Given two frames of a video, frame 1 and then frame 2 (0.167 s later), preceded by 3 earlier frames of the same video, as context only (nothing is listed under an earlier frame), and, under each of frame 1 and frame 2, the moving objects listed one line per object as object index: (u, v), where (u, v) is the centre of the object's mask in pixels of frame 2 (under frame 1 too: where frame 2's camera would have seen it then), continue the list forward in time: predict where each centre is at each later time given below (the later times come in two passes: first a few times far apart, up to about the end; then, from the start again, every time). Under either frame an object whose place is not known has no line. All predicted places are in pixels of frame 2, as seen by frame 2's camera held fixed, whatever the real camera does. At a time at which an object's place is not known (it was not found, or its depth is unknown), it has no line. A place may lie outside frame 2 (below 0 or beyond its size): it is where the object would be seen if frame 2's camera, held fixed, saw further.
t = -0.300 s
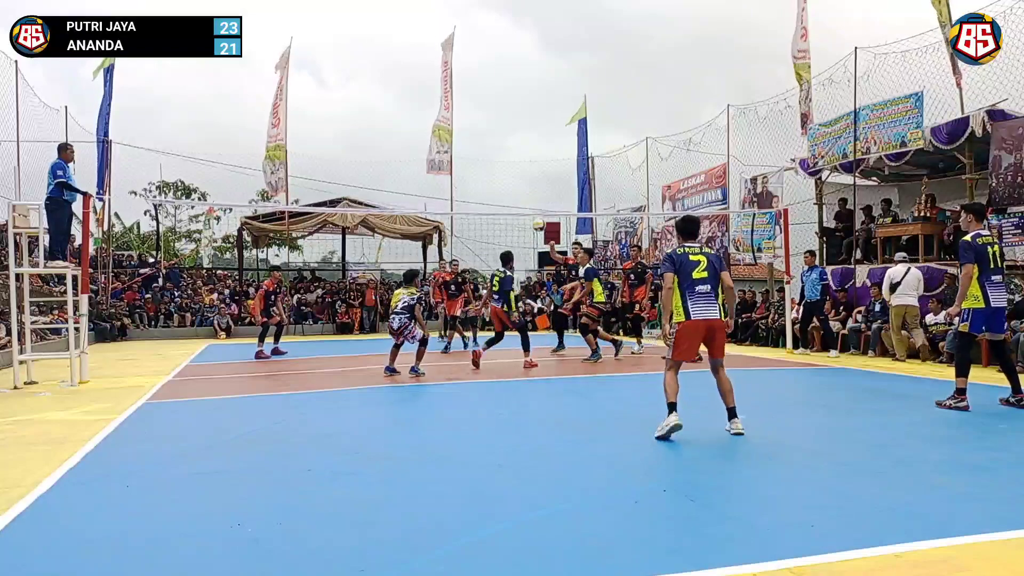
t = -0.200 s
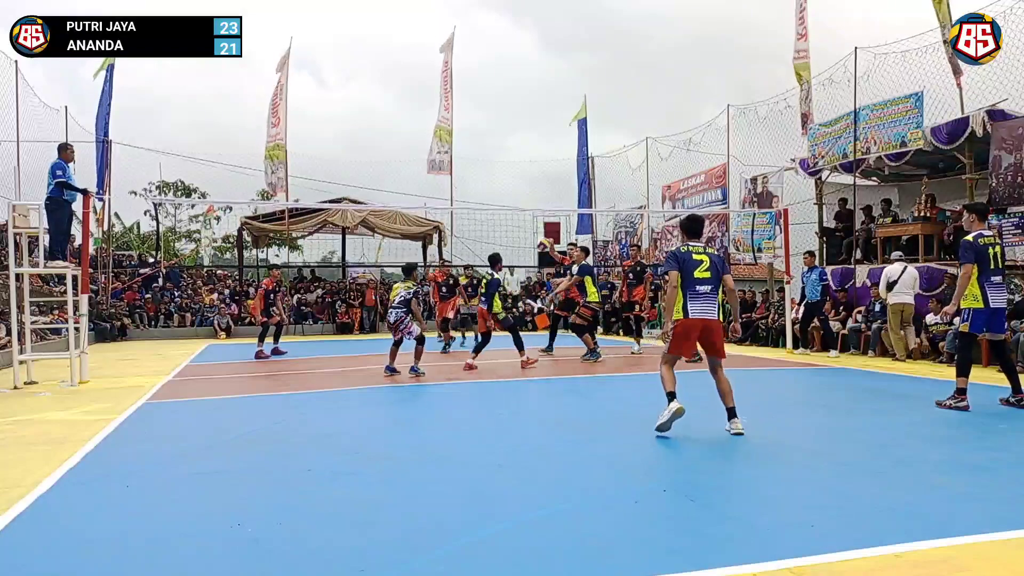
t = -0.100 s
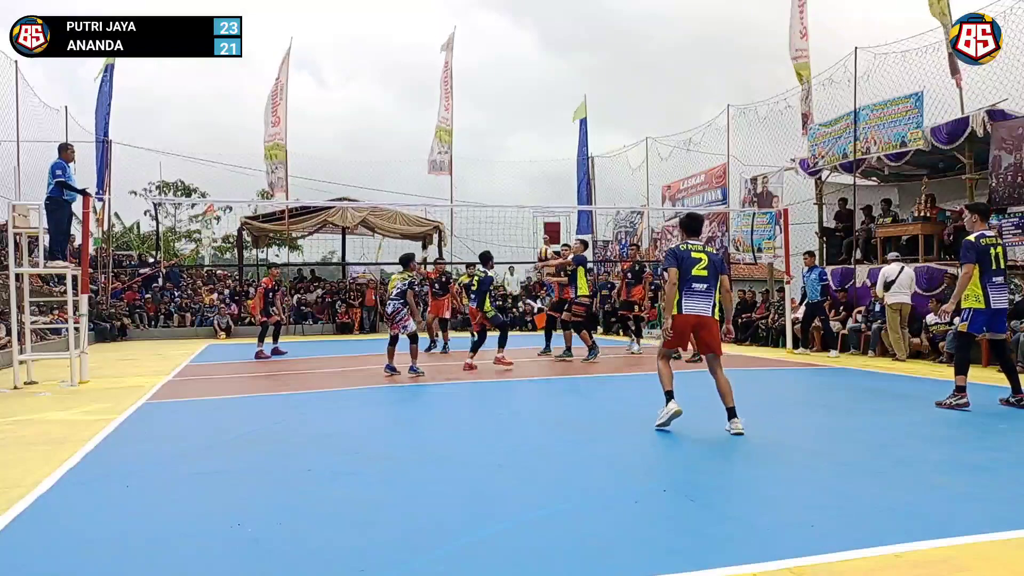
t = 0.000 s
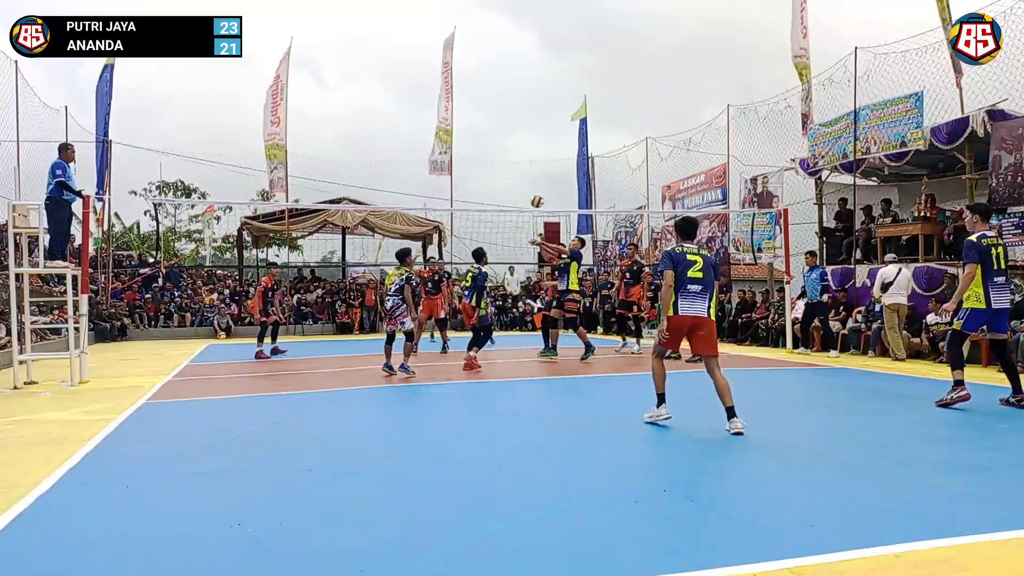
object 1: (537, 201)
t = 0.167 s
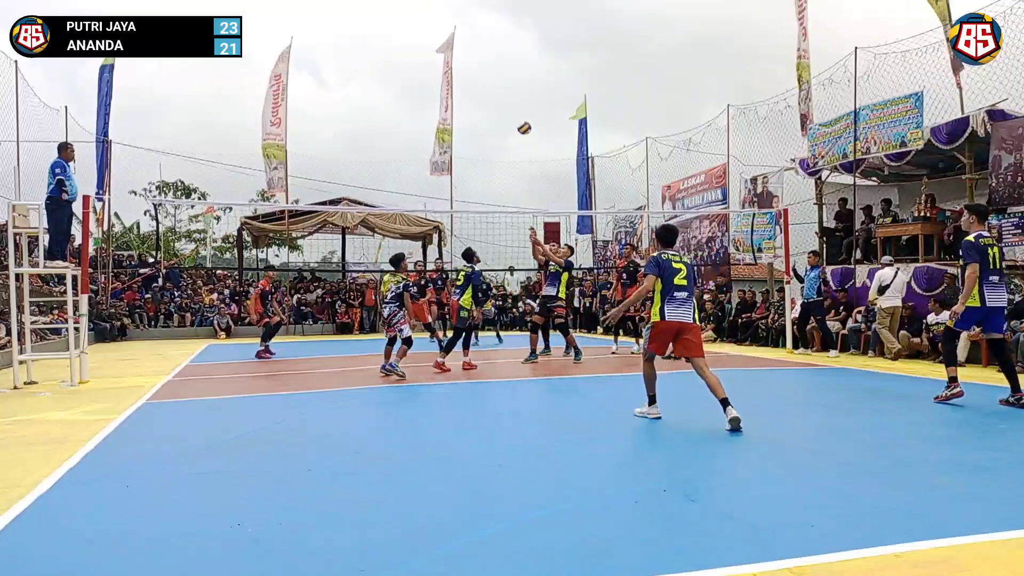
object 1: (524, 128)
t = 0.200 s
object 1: (522, 116)
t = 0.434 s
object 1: (502, 47)
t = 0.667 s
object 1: (481, 14)
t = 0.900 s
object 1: (461, 21)
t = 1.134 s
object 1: (440, 72)
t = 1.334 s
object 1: (423, 149)
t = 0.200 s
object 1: (522, 116)
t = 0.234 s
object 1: (519, 104)
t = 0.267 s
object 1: (516, 92)
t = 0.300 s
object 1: (513, 82)
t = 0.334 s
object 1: (510, 72)
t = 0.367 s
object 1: (507, 63)
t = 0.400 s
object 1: (505, 55)
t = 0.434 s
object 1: (502, 47)
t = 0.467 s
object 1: (499, 40)
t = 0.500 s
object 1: (496, 34)
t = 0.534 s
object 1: (493, 28)
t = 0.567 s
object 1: (490, 24)
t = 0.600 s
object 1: (487, 20)
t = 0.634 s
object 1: (484, 17)
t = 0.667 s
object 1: (481, 14)
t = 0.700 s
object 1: (478, 13)
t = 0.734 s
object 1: (476, 13)
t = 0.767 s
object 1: (473, 12)
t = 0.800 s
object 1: (470, 13)
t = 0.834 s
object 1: (467, 15)
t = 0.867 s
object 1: (464, 18)
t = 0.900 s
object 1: (461, 21)
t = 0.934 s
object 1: (458, 26)
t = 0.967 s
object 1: (455, 31)
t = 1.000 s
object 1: (452, 37)
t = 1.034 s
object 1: (449, 44)
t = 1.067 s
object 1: (446, 51)
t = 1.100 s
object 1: (443, 61)
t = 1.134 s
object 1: (440, 72)
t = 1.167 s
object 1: (437, 83)
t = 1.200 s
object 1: (434, 95)
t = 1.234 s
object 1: (431, 107)
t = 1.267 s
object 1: (428, 121)
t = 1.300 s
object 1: (425, 135)
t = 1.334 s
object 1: (423, 149)
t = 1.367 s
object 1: (420, 165)
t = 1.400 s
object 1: (418, 182)
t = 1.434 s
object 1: (415, 200)
